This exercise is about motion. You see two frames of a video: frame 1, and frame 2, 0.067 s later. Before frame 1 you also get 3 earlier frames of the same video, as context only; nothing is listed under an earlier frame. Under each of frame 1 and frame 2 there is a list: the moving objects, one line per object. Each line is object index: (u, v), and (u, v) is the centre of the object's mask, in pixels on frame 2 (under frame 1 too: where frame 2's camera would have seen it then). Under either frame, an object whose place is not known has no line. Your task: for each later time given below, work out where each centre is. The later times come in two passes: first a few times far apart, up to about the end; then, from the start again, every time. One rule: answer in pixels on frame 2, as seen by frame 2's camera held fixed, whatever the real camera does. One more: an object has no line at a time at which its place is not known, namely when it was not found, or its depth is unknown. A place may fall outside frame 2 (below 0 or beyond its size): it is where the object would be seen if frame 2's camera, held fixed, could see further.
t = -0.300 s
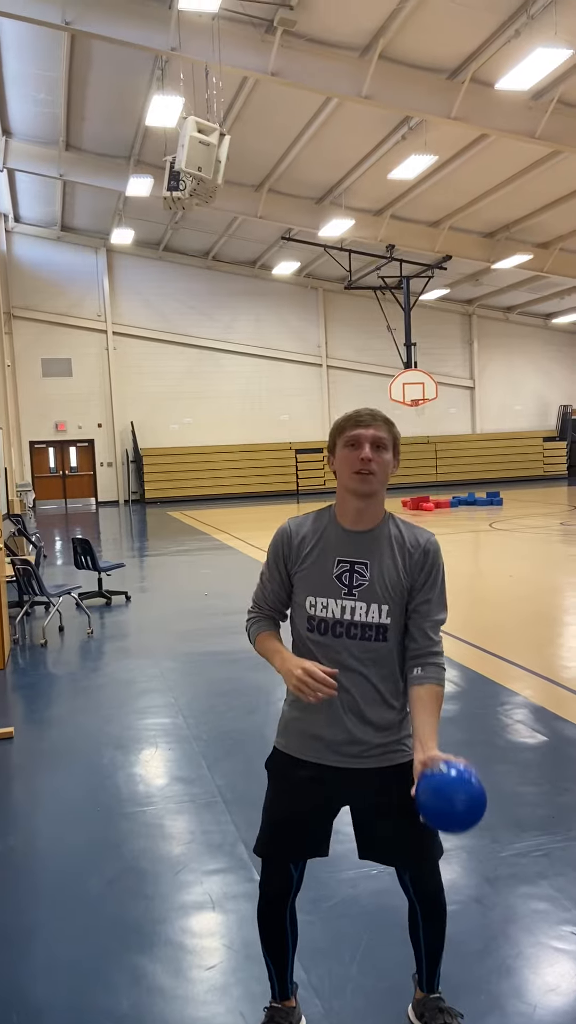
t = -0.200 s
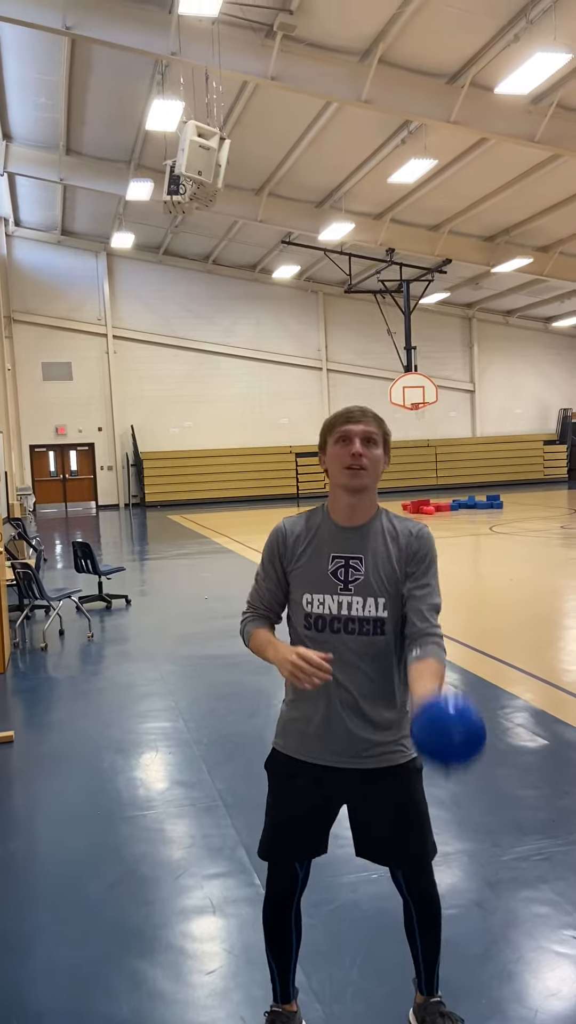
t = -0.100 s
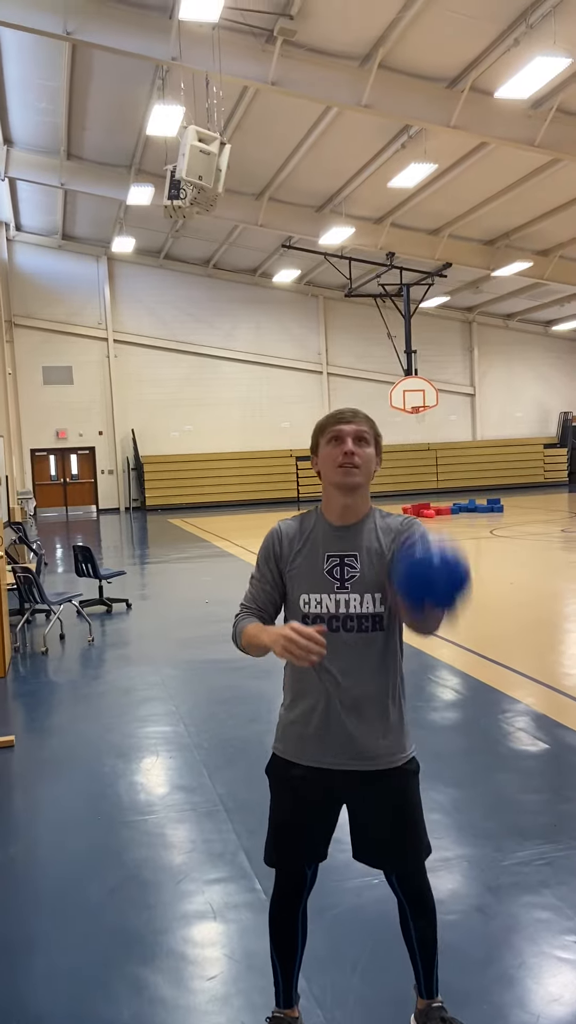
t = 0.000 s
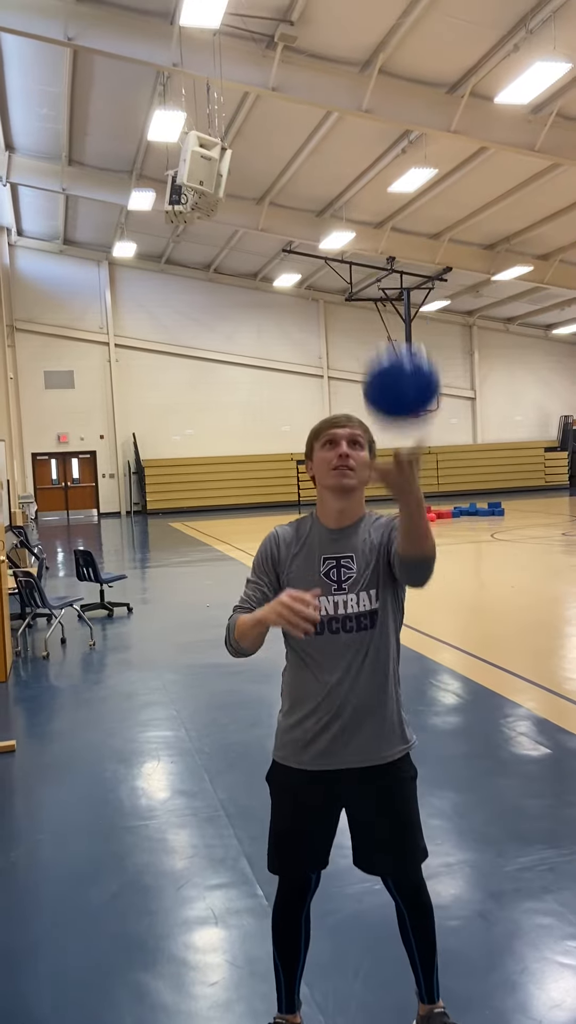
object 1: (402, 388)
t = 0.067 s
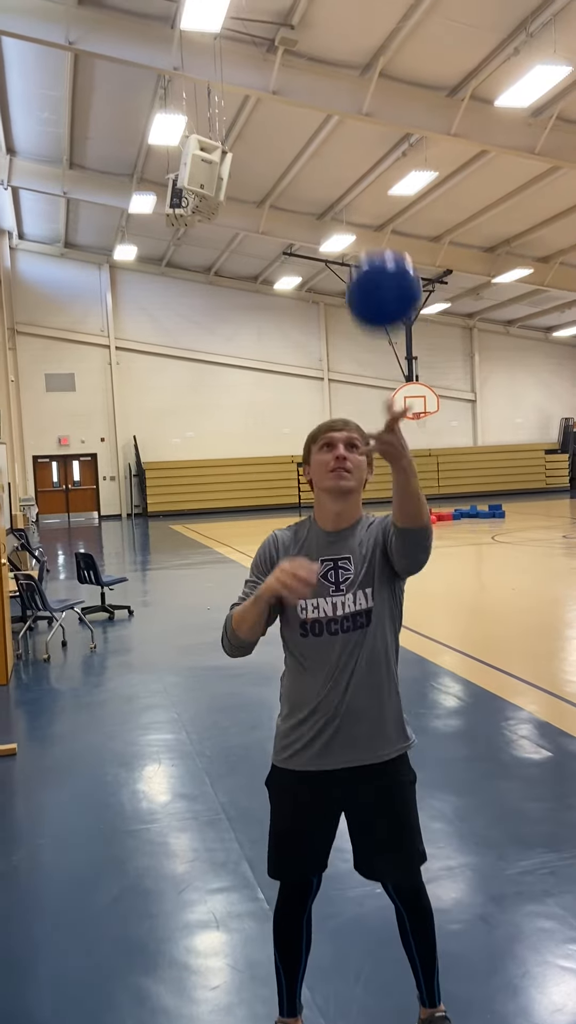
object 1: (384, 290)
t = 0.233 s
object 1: (344, 155)
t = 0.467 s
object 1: (304, 181)
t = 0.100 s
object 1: (375, 250)
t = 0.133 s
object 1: (366, 217)
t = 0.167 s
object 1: (358, 191)
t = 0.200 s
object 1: (351, 171)
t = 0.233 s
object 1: (344, 155)
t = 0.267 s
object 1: (337, 146)
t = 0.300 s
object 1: (331, 141)
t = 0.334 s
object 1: (325, 140)
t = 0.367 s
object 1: (319, 144)
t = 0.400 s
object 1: (314, 152)
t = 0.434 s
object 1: (309, 165)
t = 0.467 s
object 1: (304, 181)
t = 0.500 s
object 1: (299, 202)
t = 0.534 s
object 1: (295, 226)
